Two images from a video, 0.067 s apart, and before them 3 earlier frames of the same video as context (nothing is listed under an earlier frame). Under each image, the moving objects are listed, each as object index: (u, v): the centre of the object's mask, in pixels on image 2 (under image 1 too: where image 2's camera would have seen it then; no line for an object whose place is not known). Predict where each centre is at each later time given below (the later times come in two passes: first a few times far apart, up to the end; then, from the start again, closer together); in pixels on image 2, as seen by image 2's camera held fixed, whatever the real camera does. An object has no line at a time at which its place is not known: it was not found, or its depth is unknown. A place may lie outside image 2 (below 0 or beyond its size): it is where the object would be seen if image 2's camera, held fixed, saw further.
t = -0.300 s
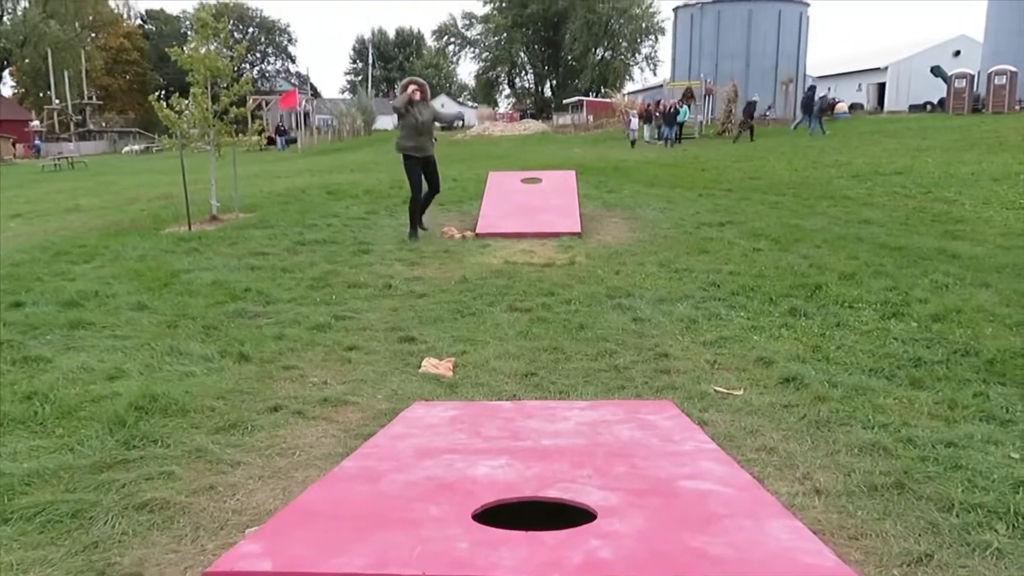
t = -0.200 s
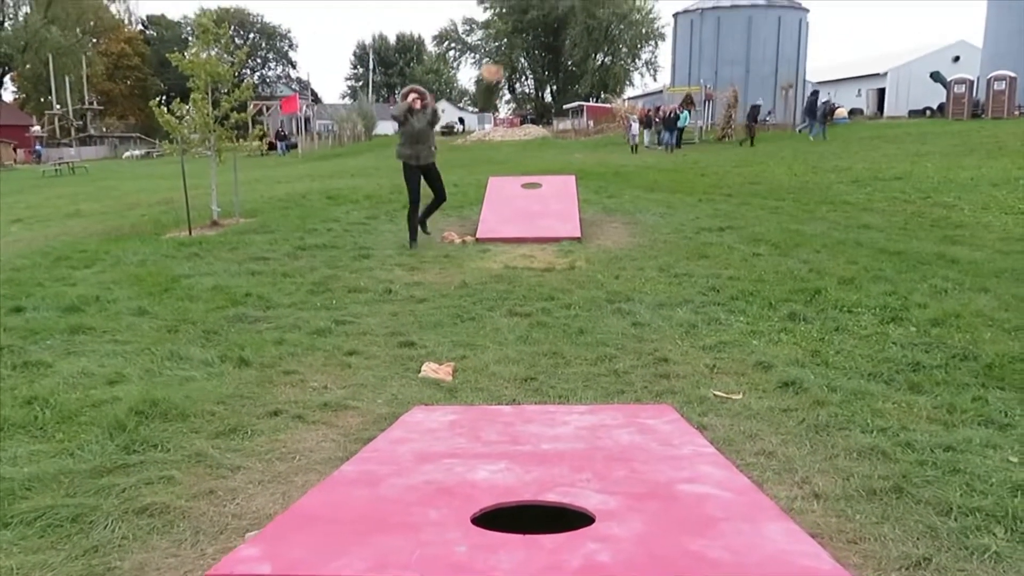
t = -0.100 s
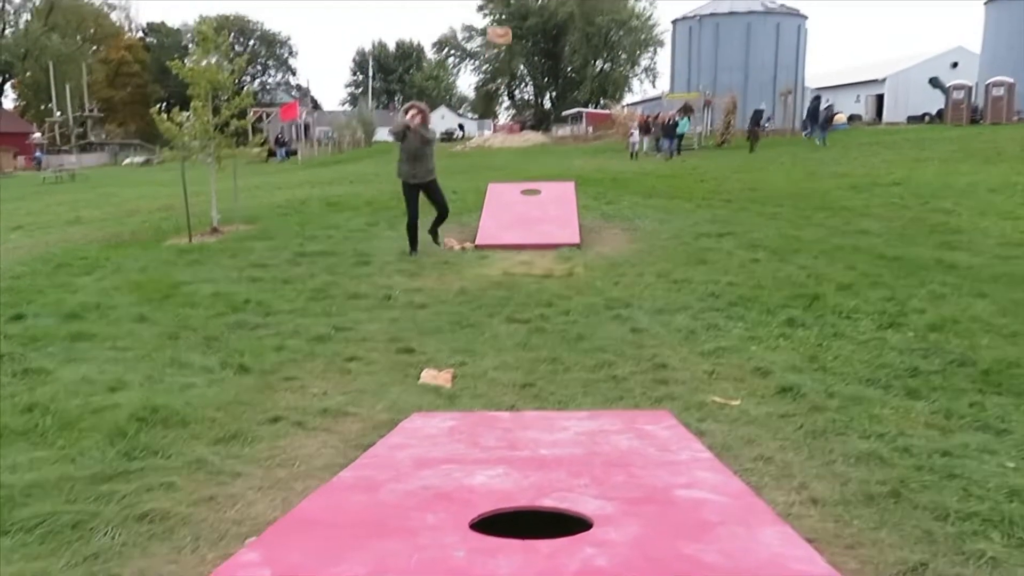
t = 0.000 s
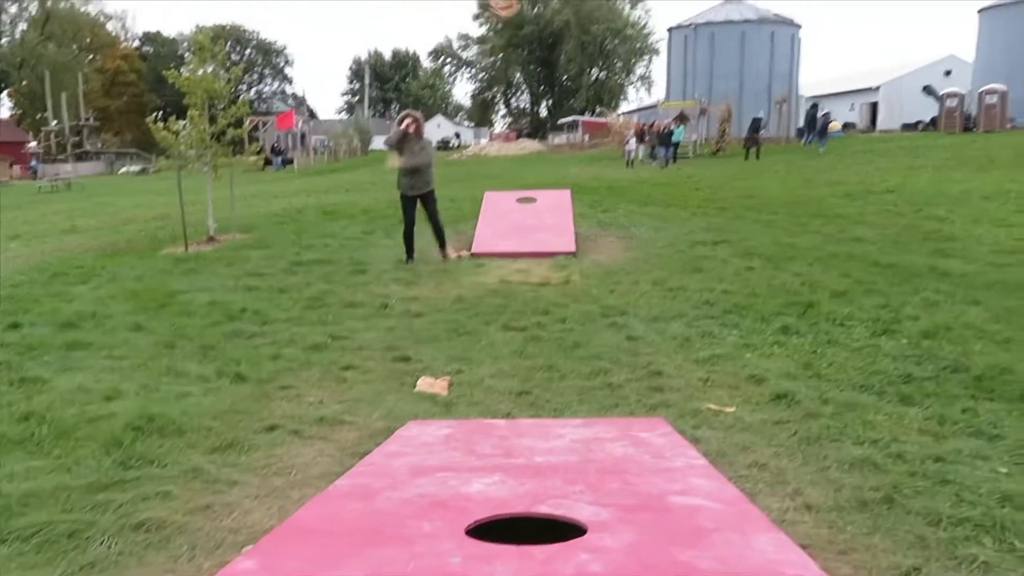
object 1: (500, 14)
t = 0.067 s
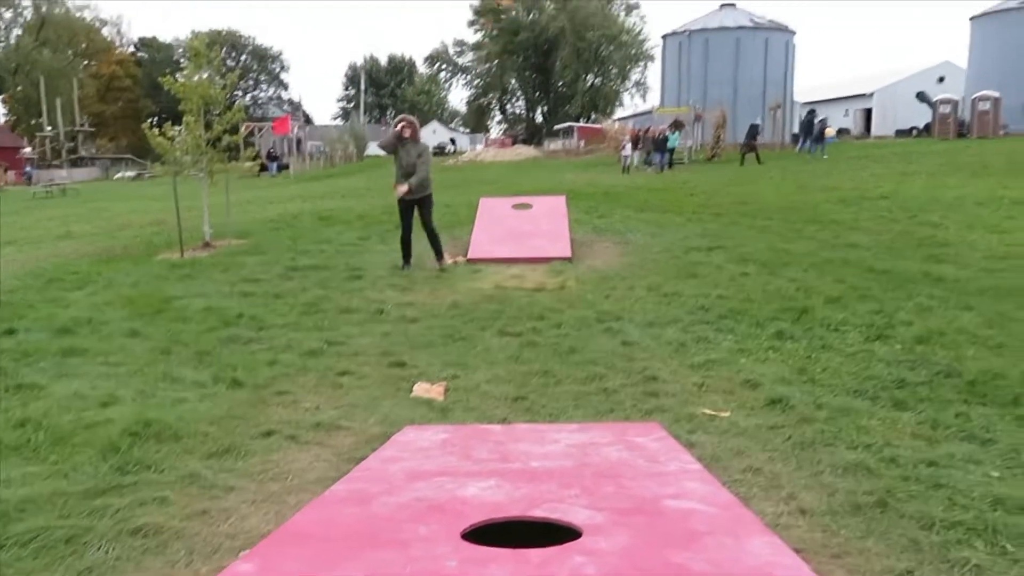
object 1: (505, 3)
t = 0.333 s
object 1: (517, -24)
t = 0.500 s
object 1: (543, 13)
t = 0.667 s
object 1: (564, 221)
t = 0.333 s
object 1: (517, -24)
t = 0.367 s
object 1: (522, -24)
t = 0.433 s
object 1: (533, -15)
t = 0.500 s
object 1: (543, 13)
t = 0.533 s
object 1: (544, 44)
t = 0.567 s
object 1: (547, 74)
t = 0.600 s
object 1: (551, 112)
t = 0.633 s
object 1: (557, 160)
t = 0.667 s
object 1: (564, 221)
